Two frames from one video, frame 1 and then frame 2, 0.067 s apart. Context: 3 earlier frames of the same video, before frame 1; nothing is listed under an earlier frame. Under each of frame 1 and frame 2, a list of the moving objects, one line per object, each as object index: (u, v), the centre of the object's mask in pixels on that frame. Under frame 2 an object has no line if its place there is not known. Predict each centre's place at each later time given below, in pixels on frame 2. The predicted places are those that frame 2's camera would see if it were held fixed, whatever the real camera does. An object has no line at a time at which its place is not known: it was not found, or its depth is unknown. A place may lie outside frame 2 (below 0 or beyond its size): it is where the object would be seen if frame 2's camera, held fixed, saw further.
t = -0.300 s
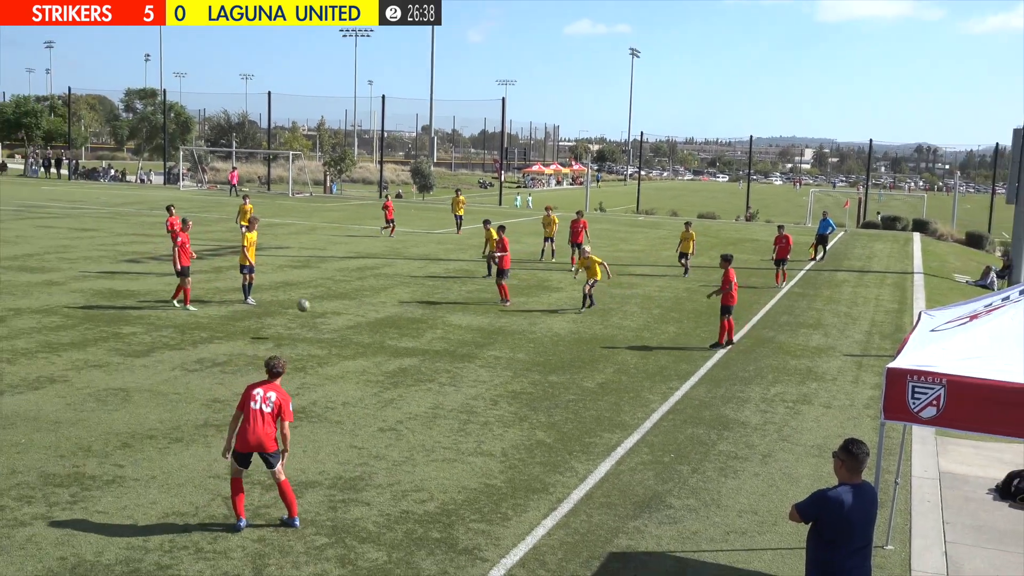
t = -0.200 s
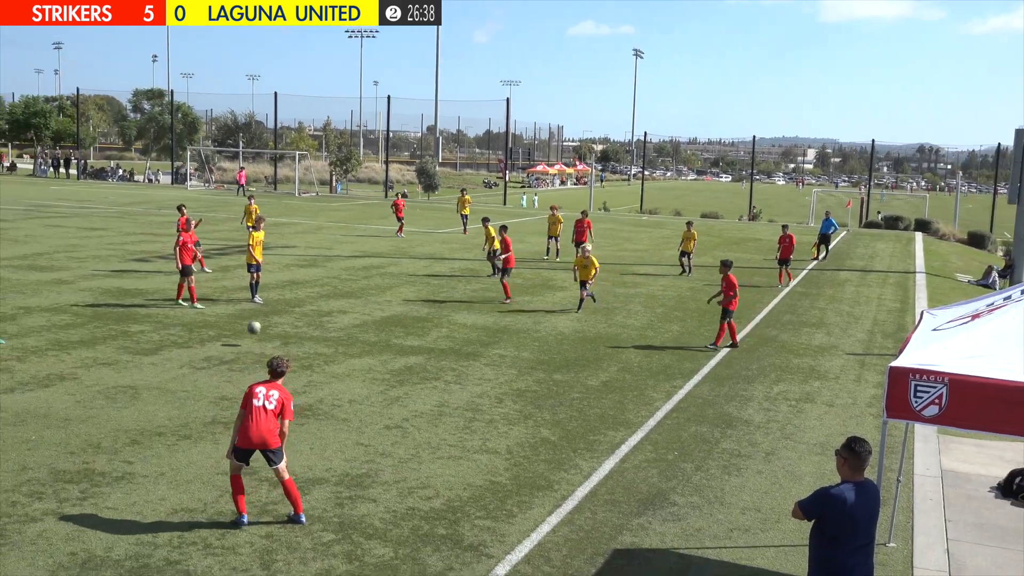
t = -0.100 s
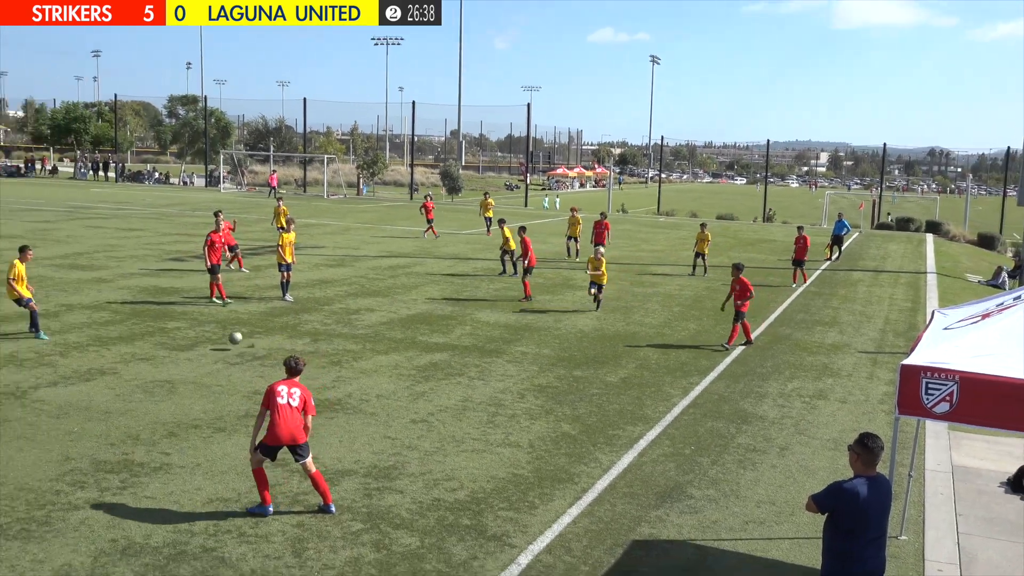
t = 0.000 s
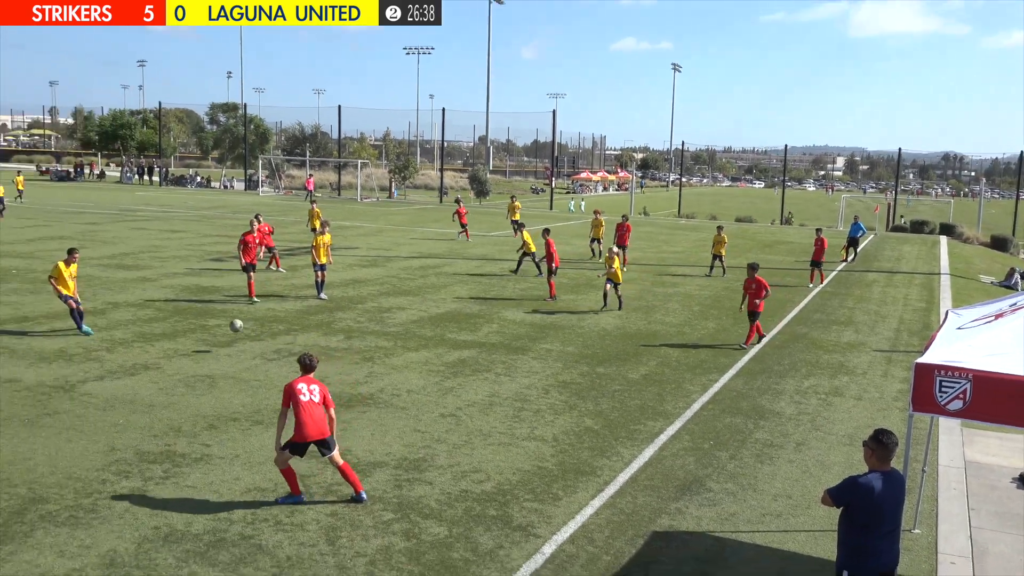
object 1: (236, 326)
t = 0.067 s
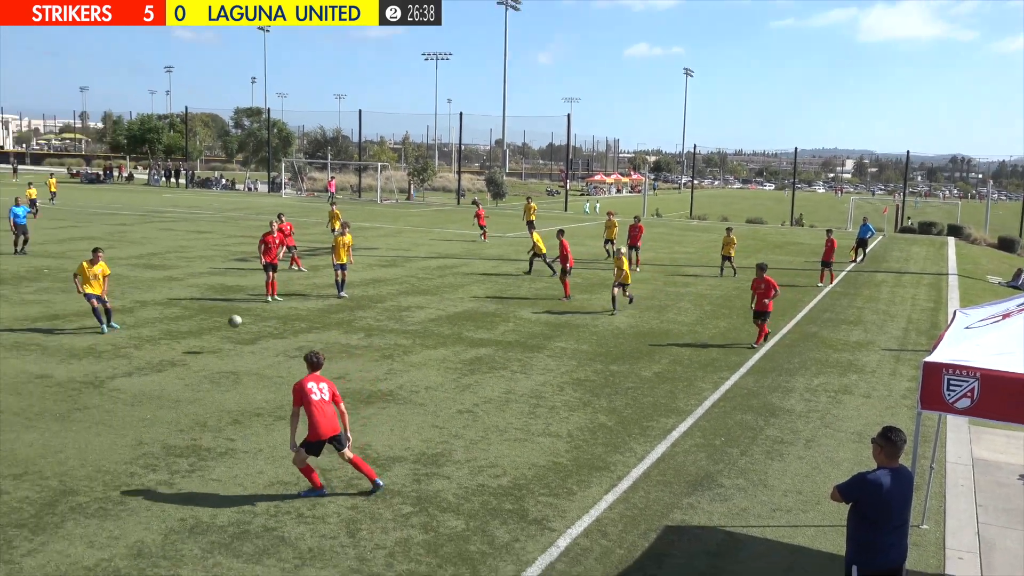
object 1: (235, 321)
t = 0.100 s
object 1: (224, 320)
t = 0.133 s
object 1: (213, 320)
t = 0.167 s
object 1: (201, 320)
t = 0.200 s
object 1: (190, 321)
